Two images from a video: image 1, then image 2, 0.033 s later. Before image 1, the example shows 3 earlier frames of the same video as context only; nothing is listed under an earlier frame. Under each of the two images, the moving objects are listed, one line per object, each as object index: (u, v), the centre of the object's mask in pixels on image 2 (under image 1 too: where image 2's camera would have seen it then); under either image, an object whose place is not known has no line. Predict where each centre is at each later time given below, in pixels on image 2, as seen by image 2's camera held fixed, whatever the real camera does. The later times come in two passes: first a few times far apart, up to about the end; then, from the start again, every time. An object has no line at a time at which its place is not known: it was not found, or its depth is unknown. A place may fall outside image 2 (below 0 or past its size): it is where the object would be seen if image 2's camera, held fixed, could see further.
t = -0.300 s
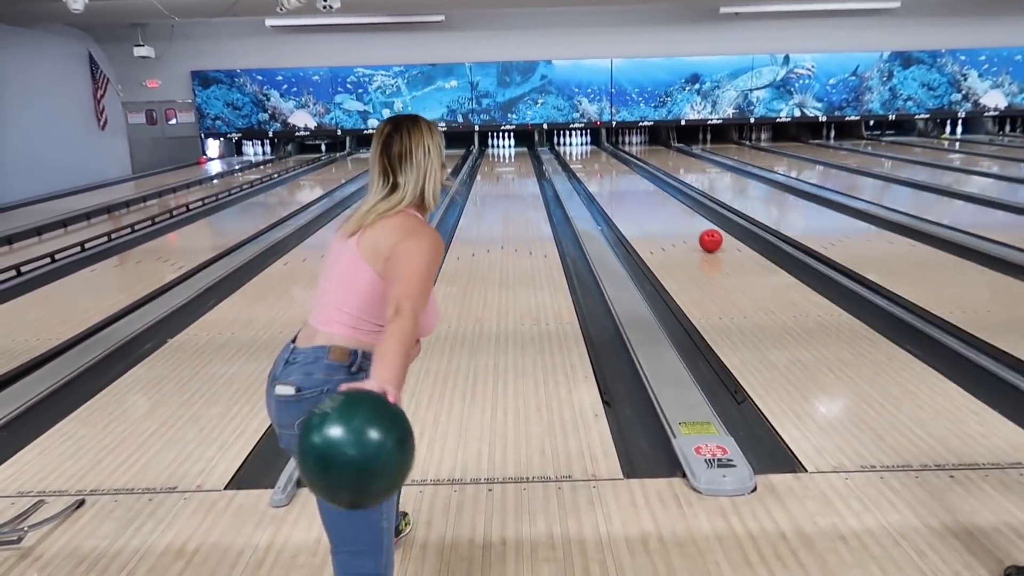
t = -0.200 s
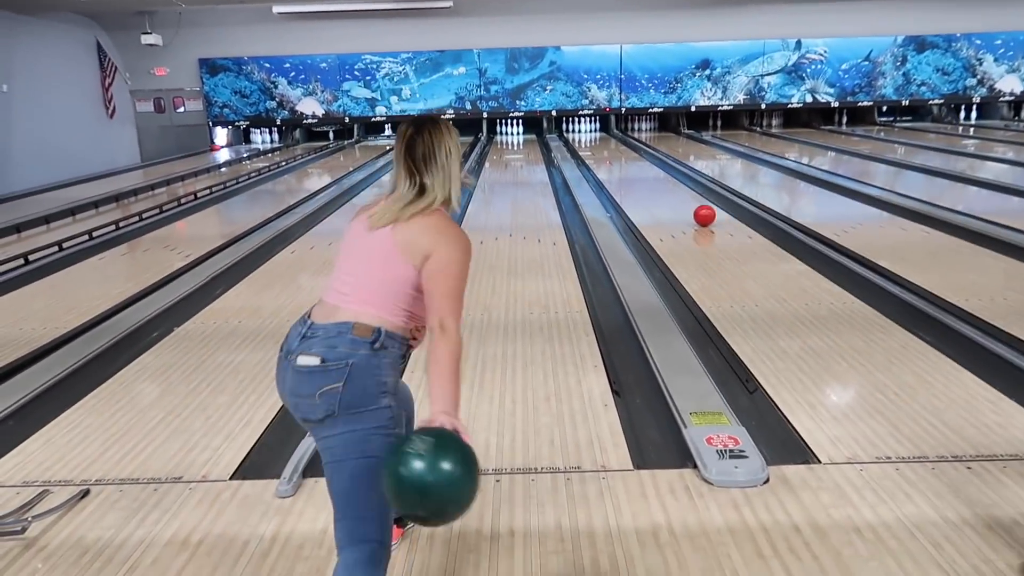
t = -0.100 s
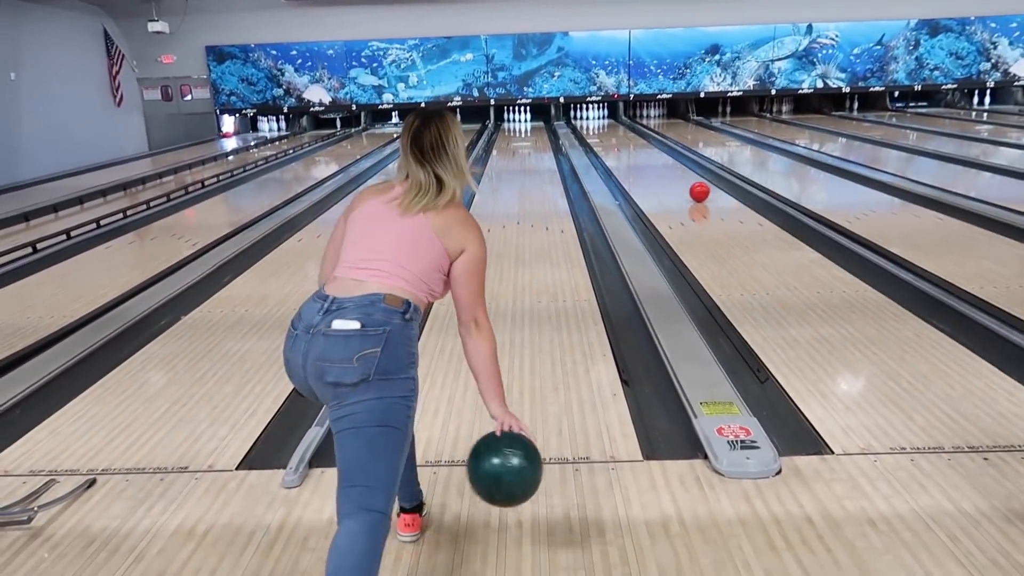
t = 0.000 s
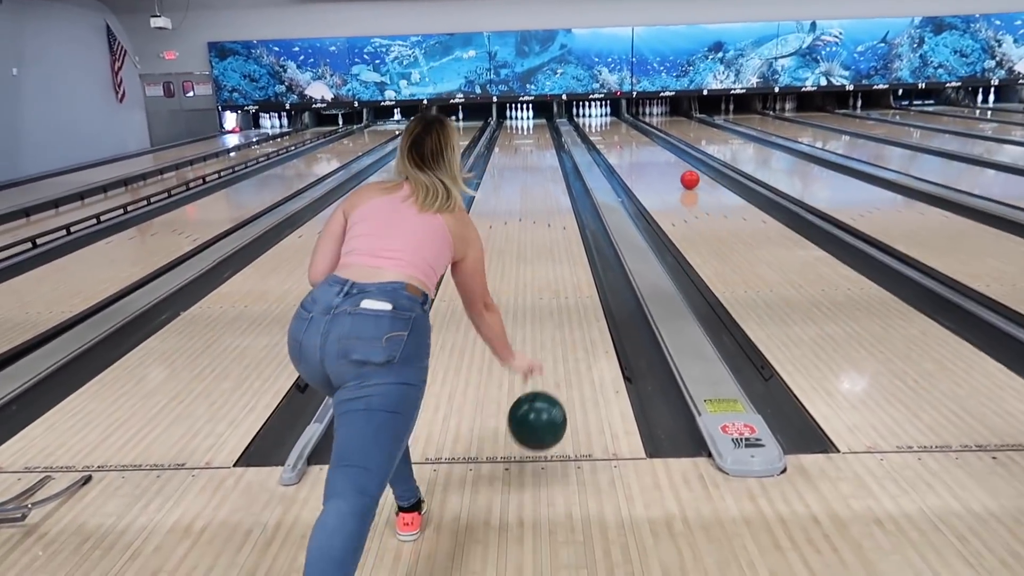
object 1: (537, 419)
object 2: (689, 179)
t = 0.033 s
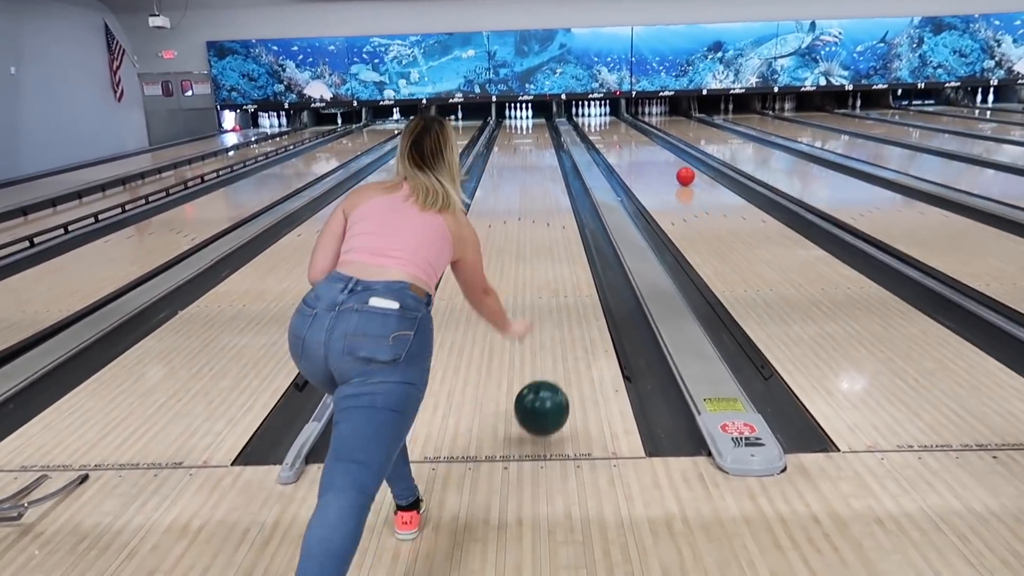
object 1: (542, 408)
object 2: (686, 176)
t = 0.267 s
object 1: (562, 304)
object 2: (663, 160)
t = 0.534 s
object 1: (573, 238)
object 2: (644, 146)
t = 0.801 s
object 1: (579, 203)
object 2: (630, 136)
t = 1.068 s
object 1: (573, 183)
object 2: (618, 128)
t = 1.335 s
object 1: (568, 166)
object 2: (609, 122)
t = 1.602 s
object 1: (563, 154)
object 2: (602, 117)
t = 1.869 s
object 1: (559, 146)
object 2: (595, 114)
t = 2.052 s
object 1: (556, 140)
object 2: (596, 112)
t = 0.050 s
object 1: (544, 404)
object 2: (684, 175)
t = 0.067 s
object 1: (546, 399)
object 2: (682, 174)
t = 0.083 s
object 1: (548, 388)
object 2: (680, 172)
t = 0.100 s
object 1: (550, 378)
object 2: (678, 171)
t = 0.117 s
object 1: (551, 369)
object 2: (677, 170)
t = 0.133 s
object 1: (553, 360)
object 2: (675, 169)
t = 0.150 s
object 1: (554, 352)
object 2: (674, 167)
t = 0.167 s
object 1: (556, 344)
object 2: (672, 166)
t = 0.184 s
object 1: (557, 337)
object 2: (670, 165)
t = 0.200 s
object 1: (558, 329)
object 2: (669, 164)
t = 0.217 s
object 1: (559, 323)
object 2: (667, 163)
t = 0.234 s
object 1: (560, 316)
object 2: (666, 162)
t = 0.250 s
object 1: (561, 310)
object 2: (665, 161)
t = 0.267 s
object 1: (562, 304)
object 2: (663, 160)
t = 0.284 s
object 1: (563, 299)
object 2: (662, 159)
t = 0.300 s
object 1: (564, 294)
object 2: (660, 158)
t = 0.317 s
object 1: (565, 289)
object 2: (659, 157)
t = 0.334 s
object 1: (566, 284)
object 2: (658, 156)
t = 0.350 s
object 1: (567, 279)
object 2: (657, 155)
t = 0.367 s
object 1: (567, 275)
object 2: (655, 154)
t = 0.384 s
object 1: (568, 270)
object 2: (654, 153)
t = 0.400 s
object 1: (569, 266)
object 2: (653, 152)
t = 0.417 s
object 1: (569, 262)
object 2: (652, 151)
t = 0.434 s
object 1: (570, 258)
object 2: (650, 151)
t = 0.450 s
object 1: (571, 255)
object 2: (649, 150)
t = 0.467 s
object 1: (571, 251)
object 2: (648, 149)
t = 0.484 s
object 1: (571, 248)
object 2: (647, 148)
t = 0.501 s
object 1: (572, 244)
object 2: (646, 147)
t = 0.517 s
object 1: (573, 241)
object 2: (645, 147)
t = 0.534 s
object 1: (573, 238)
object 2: (644, 146)
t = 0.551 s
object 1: (573, 235)
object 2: (643, 145)
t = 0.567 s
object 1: (574, 233)
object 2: (642, 145)
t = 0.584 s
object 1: (574, 230)
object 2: (641, 144)
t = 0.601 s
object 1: (575, 227)
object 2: (640, 143)
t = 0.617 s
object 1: (575, 225)
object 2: (639, 142)
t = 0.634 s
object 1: (576, 222)
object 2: (638, 142)
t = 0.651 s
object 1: (576, 220)
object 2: (637, 141)
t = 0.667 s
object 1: (576, 217)
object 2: (636, 141)
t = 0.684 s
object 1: (577, 215)
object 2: (635, 140)
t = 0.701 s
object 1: (577, 213)
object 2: (635, 139)
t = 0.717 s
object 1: (577, 211)
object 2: (634, 139)
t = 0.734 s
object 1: (577, 209)
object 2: (633, 138)
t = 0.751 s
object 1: (578, 207)
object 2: (632, 138)
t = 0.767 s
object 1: (578, 206)
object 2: (631, 137)
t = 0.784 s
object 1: (579, 204)
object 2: (630, 137)
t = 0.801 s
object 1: (579, 203)
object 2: (630, 136)
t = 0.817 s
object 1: (580, 202)
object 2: (629, 136)
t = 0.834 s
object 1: (580, 202)
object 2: (629, 135)
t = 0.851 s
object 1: (581, 201)
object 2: (627, 134)
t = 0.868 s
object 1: (582, 201)
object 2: (627, 134)
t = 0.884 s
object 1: (582, 199)
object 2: (626, 134)
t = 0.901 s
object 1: (581, 196)
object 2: (625, 133)
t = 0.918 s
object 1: (580, 195)
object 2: (625, 132)
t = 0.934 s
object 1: (579, 193)
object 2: (624, 132)
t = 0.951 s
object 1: (578, 192)
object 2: (623, 132)
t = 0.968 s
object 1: (577, 190)
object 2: (623, 131)
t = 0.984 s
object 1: (576, 189)
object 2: (622, 130)
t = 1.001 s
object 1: (575, 187)
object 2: (621, 130)
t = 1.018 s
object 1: (575, 186)
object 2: (621, 129)
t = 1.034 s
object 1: (574, 185)
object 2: (619, 129)
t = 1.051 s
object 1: (573, 184)
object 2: (619, 129)
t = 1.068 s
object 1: (573, 183)
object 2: (618, 128)
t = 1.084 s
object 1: (573, 182)
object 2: (617, 127)
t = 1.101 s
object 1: (573, 181)
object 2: (617, 127)
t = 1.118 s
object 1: (573, 180)
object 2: (616, 127)
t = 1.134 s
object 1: (573, 179)
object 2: (616, 127)
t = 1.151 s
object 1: (573, 178)
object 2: (616, 126)
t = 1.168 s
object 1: (572, 176)
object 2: (614, 125)
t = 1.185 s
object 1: (571, 175)
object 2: (614, 125)
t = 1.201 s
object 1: (571, 174)
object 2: (614, 125)
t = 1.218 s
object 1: (570, 173)
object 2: (614, 125)
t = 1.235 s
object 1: (570, 172)
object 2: (613, 124)
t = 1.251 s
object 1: (570, 171)
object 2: (613, 124)
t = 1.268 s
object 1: (569, 170)
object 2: (612, 123)
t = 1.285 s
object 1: (569, 169)
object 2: (611, 123)
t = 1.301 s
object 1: (569, 168)
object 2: (610, 123)
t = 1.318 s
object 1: (569, 167)
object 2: (610, 123)
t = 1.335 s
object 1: (568, 166)
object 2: (609, 122)
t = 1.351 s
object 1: (567, 166)
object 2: (609, 122)
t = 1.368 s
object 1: (567, 164)
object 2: (609, 122)
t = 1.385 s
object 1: (567, 164)
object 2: (608, 121)
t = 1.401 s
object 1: (566, 163)
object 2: (607, 121)
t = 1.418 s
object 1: (566, 162)
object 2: (606, 120)
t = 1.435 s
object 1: (566, 161)
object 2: (606, 120)
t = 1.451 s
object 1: (565, 160)
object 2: (605, 120)
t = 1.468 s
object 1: (565, 160)
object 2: (605, 120)
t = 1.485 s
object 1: (565, 159)
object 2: (605, 119)
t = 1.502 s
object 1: (564, 159)
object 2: (604, 119)
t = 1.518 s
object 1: (564, 158)
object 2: (604, 119)
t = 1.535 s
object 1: (564, 157)
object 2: (604, 118)
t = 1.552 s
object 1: (564, 156)
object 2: (603, 118)
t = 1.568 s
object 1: (563, 155)
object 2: (603, 118)
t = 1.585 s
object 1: (563, 155)
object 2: (602, 118)
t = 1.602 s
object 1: (563, 154)
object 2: (602, 117)
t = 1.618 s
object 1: (563, 154)
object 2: (601, 117)
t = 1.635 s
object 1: (562, 154)
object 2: (601, 117)
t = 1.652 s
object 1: (562, 152)
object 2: (601, 117)
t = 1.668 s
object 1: (561, 152)
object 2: (600, 117)
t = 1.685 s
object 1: (561, 152)
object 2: (600, 117)
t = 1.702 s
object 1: (561, 151)
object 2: (599, 116)
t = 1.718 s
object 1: (561, 151)
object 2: (599, 116)
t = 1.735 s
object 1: (560, 150)
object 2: (598, 116)
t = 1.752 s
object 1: (560, 149)
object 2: (598, 116)
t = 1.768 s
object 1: (560, 148)
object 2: (597, 115)
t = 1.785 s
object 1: (560, 148)
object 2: (597, 115)
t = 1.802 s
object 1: (560, 148)
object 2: (597, 115)
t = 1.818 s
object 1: (560, 147)
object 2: (597, 115)
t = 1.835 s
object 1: (559, 147)
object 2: (596, 115)
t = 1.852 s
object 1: (560, 146)
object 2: (596, 114)
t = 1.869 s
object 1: (559, 146)
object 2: (595, 114)
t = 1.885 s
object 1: (559, 145)
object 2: (595, 114)
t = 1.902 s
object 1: (559, 145)
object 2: (595, 114)
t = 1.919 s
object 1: (558, 144)
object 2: (596, 114)
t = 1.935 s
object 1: (558, 144)
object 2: (596, 113)
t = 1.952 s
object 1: (557, 143)
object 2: (596, 113)
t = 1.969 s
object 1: (557, 143)
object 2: (596, 112)
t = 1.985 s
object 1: (557, 142)
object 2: (595, 113)
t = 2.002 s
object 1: (557, 142)
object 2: (595, 112)
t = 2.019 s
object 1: (557, 141)
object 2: (596, 112)
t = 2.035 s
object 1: (556, 140)
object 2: (596, 112)
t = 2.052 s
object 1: (556, 140)
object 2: (596, 112)
